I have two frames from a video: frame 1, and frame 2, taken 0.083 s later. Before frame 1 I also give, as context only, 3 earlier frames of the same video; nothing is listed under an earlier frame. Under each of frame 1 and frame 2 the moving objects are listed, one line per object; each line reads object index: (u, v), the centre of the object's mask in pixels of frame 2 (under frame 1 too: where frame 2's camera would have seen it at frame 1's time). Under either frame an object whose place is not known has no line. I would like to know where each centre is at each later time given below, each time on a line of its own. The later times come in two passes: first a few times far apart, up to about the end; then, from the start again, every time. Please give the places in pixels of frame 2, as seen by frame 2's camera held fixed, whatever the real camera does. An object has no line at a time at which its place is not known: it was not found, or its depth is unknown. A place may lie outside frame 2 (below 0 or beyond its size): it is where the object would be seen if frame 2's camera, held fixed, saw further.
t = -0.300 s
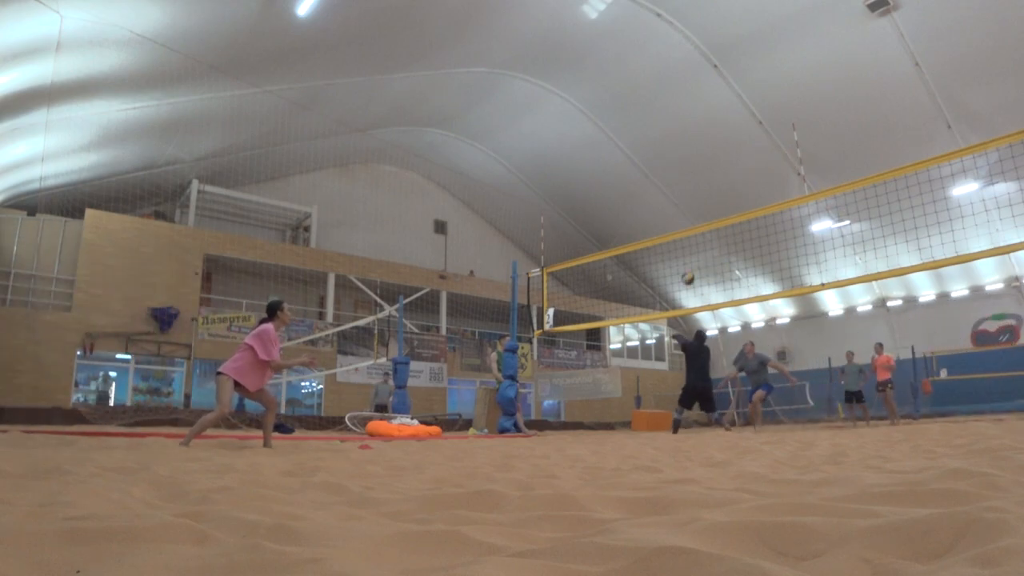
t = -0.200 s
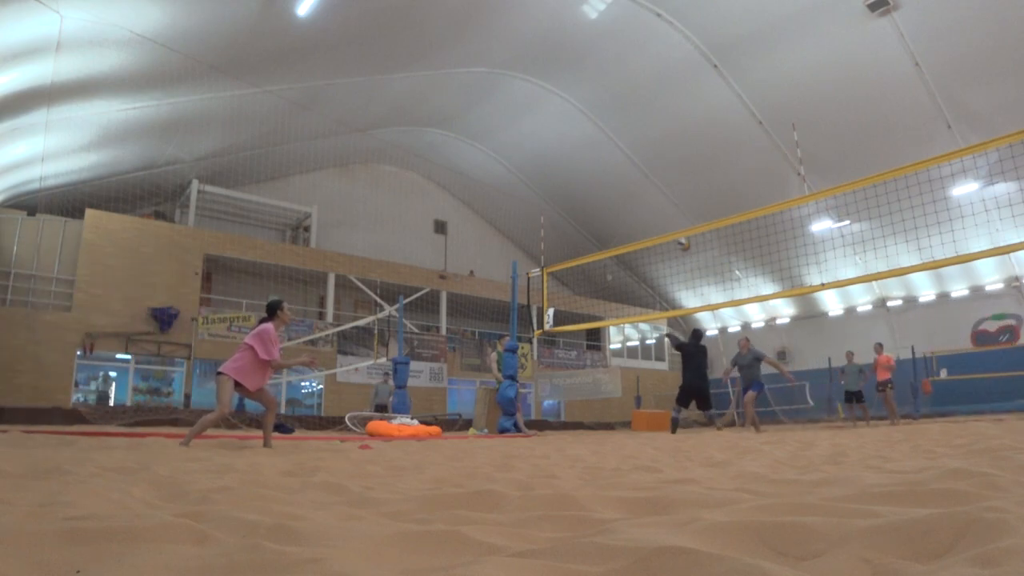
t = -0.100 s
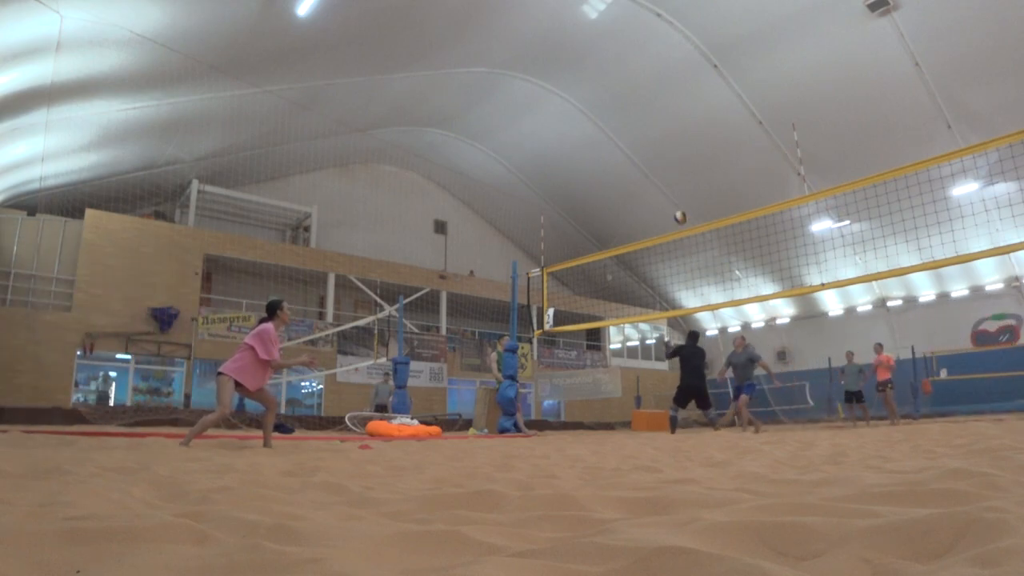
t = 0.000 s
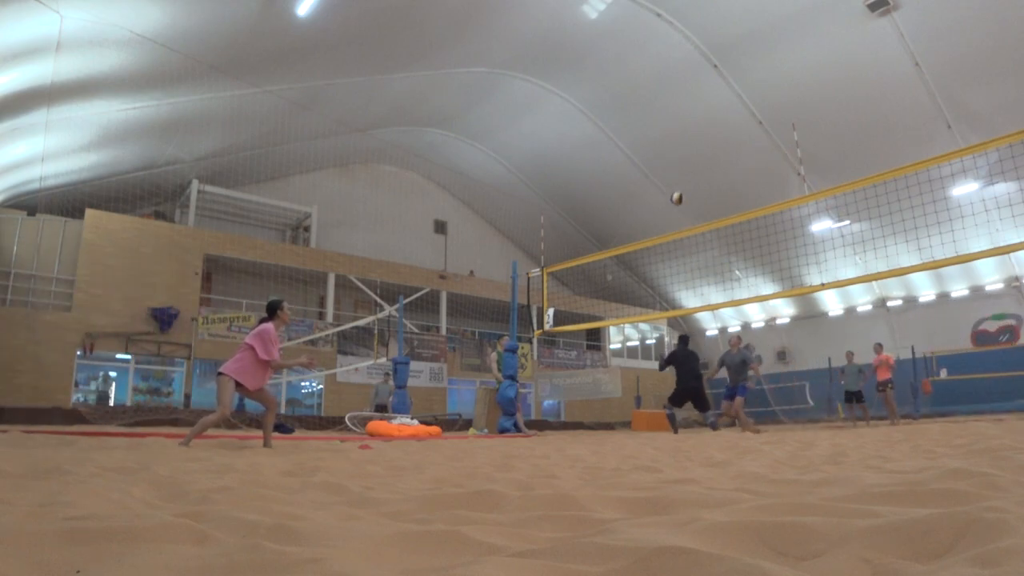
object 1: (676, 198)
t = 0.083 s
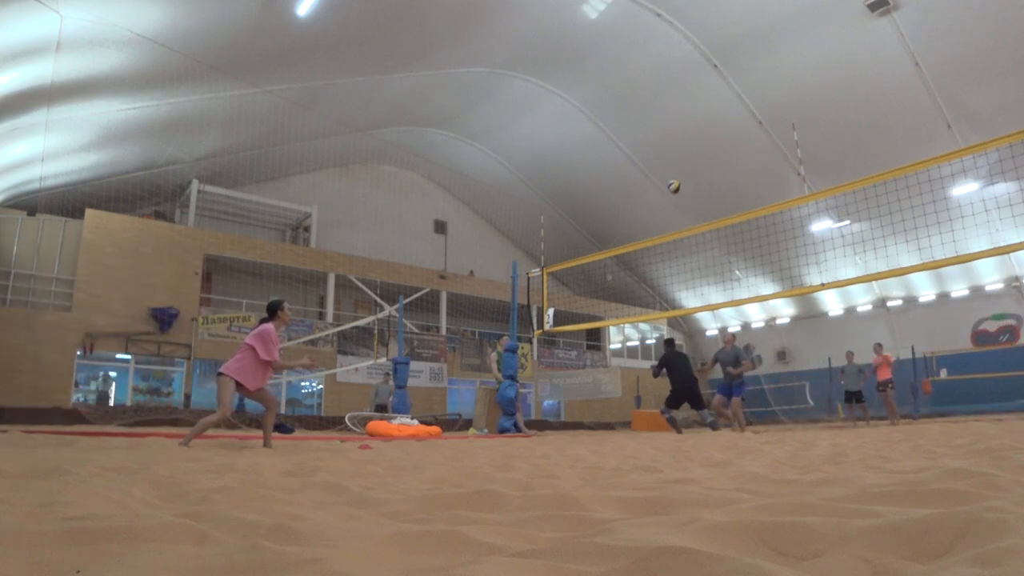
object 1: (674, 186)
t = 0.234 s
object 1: (669, 177)
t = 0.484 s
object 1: (665, 188)
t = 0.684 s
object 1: (665, 224)
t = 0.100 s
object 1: (673, 185)
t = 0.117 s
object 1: (672, 183)
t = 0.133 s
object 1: (672, 182)
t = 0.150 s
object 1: (671, 181)
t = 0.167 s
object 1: (671, 180)
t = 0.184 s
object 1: (671, 178)
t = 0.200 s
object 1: (670, 178)
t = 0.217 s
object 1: (670, 177)
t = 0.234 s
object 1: (669, 177)
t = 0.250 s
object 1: (669, 176)
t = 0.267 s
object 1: (668, 176)
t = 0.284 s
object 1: (668, 176)
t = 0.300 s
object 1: (668, 176)
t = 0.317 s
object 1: (667, 177)
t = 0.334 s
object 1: (667, 177)
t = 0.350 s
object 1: (667, 178)
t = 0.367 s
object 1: (667, 178)
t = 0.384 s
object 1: (667, 179)
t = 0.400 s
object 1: (667, 180)
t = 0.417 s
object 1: (666, 182)
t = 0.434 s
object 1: (666, 183)
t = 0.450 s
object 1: (666, 185)
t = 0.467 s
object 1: (666, 186)
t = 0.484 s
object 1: (665, 188)
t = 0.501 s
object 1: (665, 191)
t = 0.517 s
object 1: (665, 193)
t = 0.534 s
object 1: (665, 195)
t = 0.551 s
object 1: (665, 198)
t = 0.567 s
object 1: (665, 201)
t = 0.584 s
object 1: (665, 203)
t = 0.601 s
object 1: (665, 206)
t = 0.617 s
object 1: (665, 209)
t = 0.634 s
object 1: (665, 213)
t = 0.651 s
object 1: (665, 216)
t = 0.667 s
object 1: (664, 220)
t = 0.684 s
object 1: (665, 224)
